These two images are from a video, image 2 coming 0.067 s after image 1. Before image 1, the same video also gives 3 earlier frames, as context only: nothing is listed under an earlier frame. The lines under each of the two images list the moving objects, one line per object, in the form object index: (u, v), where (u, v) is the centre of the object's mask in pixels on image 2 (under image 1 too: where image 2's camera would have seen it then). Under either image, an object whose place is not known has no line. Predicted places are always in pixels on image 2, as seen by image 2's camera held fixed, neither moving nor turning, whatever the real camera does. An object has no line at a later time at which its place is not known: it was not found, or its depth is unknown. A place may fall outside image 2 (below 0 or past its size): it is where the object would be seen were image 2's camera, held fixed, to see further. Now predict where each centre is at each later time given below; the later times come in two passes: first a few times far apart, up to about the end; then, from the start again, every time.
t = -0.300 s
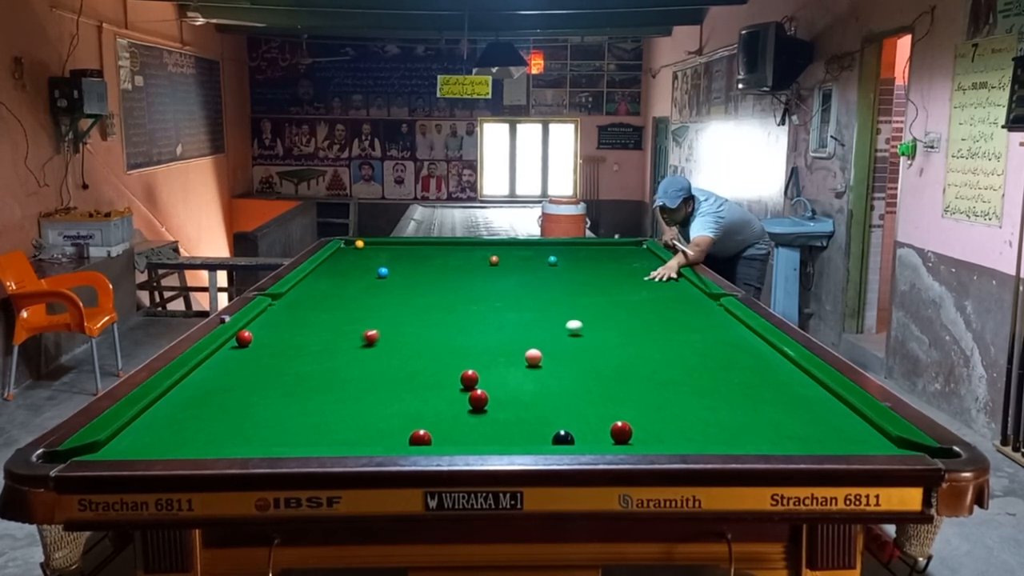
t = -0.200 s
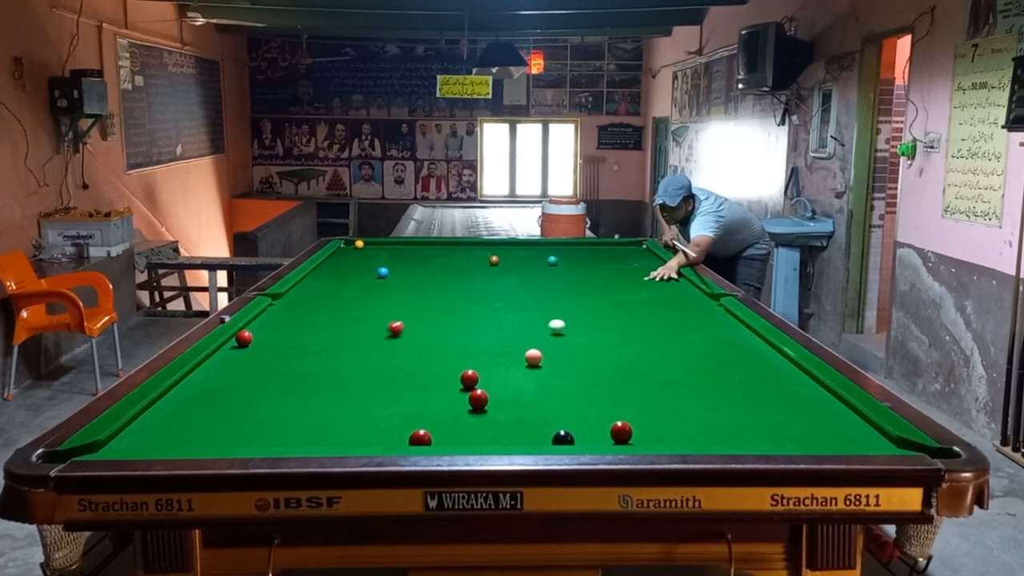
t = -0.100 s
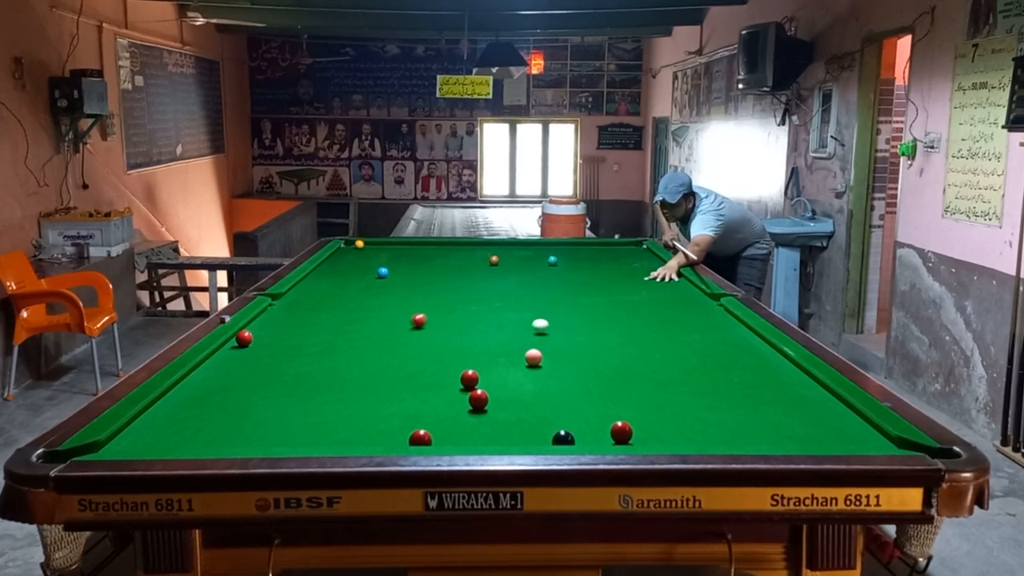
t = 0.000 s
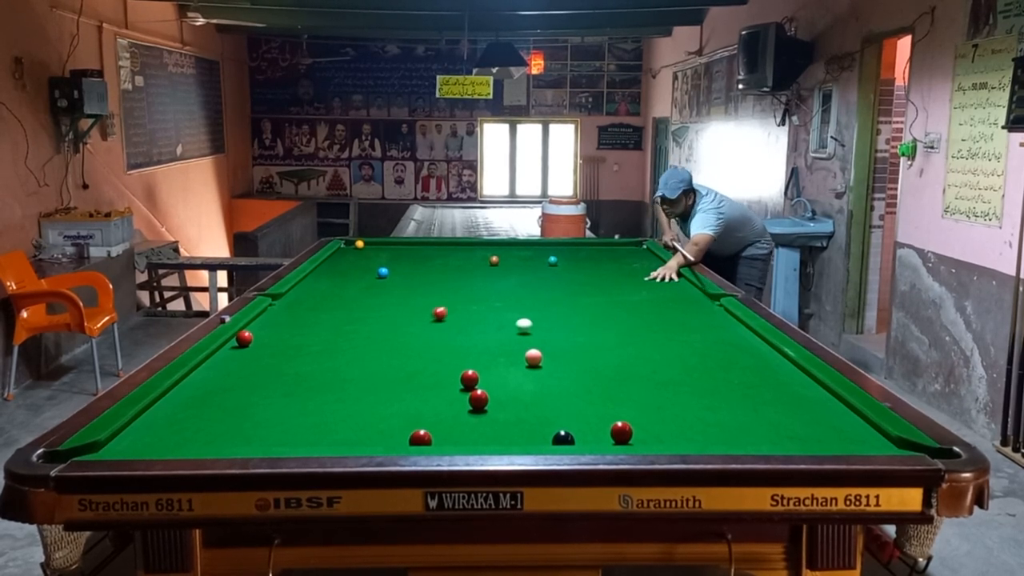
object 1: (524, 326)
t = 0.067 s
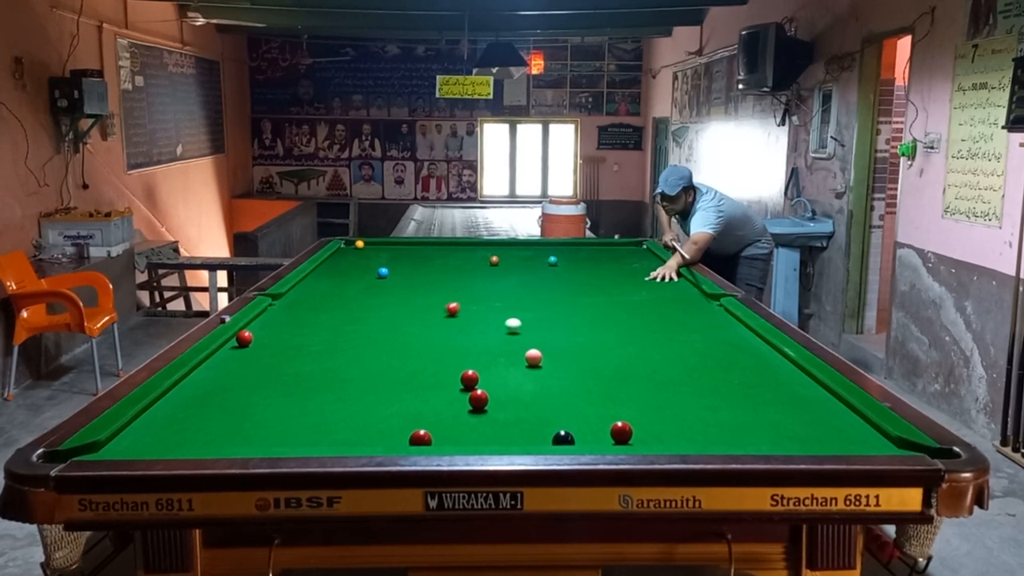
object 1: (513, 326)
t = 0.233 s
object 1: (486, 325)
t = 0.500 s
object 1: (447, 324)
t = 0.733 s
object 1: (414, 323)
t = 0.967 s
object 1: (383, 322)
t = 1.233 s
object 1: (350, 321)
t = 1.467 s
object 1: (324, 320)
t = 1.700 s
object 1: (299, 319)
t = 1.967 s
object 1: (274, 318)
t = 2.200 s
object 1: (265, 318)
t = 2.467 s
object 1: (281, 318)
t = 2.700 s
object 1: (294, 317)
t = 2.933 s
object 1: (304, 317)
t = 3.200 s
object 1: (314, 317)
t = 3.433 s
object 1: (320, 317)
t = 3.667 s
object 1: (324, 317)
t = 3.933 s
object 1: (327, 317)
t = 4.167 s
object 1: (327, 317)
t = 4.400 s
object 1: (327, 317)
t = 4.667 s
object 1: (327, 317)
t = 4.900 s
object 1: (327, 317)
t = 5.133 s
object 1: (327, 317)
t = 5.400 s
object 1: (327, 317)
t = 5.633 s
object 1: (327, 317)
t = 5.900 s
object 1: (327, 317)
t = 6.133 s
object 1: (327, 317)
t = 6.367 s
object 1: (327, 317)
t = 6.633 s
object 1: (327, 317)
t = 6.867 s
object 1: (327, 317)
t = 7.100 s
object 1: (327, 317)
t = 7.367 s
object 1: (327, 317)
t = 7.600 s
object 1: (327, 317)
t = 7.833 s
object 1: (327, 317)
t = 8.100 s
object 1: (327, 317)
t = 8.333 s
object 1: (327, 317)
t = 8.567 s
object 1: (327, 317)
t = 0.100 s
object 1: (507, 325)
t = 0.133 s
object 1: (502, 325)
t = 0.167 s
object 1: (497, 325)
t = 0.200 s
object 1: (492, 325)
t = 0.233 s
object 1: (486, 325)
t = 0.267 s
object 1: (481, 325)
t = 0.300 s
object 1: (476, 324)
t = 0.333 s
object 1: (471, 324)
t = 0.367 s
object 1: (466, 324)
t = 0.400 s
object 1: (461, 324)
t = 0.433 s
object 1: (456, 324)
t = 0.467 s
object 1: (451, 324)
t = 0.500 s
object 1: (447, 324)
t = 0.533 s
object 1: (442, 324)
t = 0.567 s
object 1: (437, 323)
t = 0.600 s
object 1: (432, 323)
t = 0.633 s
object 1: (427, 323)
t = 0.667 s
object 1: (423, 323)
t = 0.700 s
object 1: (418, 323)
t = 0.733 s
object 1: (414, 323)
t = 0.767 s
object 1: (409, 323)
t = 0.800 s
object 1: (405, 323)
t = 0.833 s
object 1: (400, 322)
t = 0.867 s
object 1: (396, 322)
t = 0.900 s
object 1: (391, 322)
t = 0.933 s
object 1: (387, 322)
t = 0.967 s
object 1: (383, 322)
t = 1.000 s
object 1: (379, 322)
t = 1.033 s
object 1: (375, 321)
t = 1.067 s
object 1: (370, 321)
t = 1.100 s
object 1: (366, 321)
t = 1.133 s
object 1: (362, 321)
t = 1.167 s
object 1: (358, 321)
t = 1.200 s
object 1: (354, 321)
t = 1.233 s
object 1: (350, 321)
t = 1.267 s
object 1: (346, 321)
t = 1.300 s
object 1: (342, 321)
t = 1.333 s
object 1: (339, 320)
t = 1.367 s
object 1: (335, 320)
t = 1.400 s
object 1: (331, 320)
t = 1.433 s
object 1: (327, 320)
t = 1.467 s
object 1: (324, 320)
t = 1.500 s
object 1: (320, 319)
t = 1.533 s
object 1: (317, 320)
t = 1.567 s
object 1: (313, 319)
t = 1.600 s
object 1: (310, 319)
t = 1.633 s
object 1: (306, 319)
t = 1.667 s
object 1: (303, 319)
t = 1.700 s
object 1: (299, 319)
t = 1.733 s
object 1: (296, 319)
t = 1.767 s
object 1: (293, 319)
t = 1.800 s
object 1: (290, 319)
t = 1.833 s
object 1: (286, 319)
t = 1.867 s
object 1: (283, 319)
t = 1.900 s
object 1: (280, 318)
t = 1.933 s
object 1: (277, 318)
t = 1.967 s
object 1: (274, 318)
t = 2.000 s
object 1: (271, 318)
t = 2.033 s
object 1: (268, 318)
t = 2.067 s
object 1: (265, 318)
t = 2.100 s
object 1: (262, 318)
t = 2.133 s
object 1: (261, 318)
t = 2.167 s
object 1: (263, 318)
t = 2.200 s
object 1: (265, 318)
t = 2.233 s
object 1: (267, 318)
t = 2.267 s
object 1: (269, 318)
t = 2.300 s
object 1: (271, 318)
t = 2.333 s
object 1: (273, 318)
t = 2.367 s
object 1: (276, 318)
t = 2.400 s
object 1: (277, 318)
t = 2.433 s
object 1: (279, 318)
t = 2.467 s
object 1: (281, 318)
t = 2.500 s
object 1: (283, 318)
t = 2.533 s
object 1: (285, 317)
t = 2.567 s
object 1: (287, 317)
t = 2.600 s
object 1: (289, 317)
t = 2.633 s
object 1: (290, 317)
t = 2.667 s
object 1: (292, 317)
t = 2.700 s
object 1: (294, 317)
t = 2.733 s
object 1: (295, 317)
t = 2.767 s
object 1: (297, 317)
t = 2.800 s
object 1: (298, 317)
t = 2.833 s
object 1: (300, 317)
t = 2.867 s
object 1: (301, 317)
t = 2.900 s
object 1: (303, 317)
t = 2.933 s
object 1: (304, 317)
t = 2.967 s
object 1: (305, 317)
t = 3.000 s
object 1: (307, 317)
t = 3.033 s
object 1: (308, 317)
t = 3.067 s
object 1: (309, 317)
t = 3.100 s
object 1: (310, 317)
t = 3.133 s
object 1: (311, 317)
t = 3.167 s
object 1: (313, 317)
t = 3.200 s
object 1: (314, 317)
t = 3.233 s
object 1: (315, 317)
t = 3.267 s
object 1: (316, 317)
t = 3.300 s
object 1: (317, 317)
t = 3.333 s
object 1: (317, 317)
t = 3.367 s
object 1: (318, 317)
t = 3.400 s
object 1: (319, 317)
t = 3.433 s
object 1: (320, 317)
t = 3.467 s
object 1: (321, 317)
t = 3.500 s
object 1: (321, 317)
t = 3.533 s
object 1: (322, 317)
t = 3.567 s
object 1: (323, 317)
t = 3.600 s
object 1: (323, 317)
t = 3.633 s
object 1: (324, 317)
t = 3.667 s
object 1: (324, 317)
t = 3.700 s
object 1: (325, 317)
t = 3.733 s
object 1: (325, 317)
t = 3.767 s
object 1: (326, 317)
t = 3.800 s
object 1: (326, 317)
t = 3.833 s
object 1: (326, 317)
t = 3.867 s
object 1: (327, 317)
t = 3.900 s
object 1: (327, 317)
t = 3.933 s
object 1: (327, 317)
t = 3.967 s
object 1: (327, 317)
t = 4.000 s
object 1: (327, 317)
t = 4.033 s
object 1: (327, 317)
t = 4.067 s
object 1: (327, 317)
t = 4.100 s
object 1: (327, 317)
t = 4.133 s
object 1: (327, 317)
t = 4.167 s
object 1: (327, 317)
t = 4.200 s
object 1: (327, 317)
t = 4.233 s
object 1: (327, 317)
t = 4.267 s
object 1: (327, 317)
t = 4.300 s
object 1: (327, 317)
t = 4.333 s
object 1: (327, 317)
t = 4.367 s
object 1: (327, 317)
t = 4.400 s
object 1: (327, 317)
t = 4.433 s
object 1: (327, 317)
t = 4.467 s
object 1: (327, 317)
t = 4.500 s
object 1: (327, 317)
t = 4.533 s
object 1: (327, 316)
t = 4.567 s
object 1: (327, 317)
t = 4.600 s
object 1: (327, 317)
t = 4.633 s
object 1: (327, 317)
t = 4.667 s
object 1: (327, 317)
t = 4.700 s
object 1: (327, 317)
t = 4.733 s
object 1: (327, 317)
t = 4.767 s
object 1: (327, 317)
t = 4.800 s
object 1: (327, 317)
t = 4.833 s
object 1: (327, 317)
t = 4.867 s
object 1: (327, 317)
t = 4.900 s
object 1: (327, 317)
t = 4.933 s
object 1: (327, 317)
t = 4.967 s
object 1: (327, 317)
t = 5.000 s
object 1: (327, 317)
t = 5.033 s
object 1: (327, 317)
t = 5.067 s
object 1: (327, 317)
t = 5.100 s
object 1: (327, 317)
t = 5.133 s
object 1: (327, 317)
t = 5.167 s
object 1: (327, 317)
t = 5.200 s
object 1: (327, 317)
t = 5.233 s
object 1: (327, 317)
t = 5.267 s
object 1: (327, 317)
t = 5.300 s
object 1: (327, 317)
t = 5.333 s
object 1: (327, 317)
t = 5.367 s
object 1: (327, 317)
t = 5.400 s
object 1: (327, 317)
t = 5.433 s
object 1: (327, 317)
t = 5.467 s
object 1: (327, 317)
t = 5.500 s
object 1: (327, 317)
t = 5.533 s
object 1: (327, 317)
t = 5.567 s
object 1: (327, 317)
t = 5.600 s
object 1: (327, 317)
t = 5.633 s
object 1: (327, 317)
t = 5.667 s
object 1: (327, 317)
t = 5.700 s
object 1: (327, 317)
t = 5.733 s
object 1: (327, 317)
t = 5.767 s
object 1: (327, 317)
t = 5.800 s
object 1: (327, 317)
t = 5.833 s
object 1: (327, 317)
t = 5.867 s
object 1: (328, 317)
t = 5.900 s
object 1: (327, 317)
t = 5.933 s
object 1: (327, 317)
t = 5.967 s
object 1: (327, 317)
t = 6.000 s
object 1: (327, 317)
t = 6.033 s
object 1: (327, 317)
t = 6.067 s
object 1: (327, 317)
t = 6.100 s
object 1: (327, 317)
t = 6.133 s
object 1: (327, 317)
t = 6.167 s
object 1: (327, 317)
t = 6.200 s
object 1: (327, 317)
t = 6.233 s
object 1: (327, 317)
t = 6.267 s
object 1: (327, 317)
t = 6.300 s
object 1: (327, 317)
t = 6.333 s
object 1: (327, 317)
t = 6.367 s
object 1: (327, 317)
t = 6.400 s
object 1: (327, 317)
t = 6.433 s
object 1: (327, 317)
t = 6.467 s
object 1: (327, 317)
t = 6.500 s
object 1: (327, 317)
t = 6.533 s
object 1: (327, 317)
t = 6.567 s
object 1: (327, 317)
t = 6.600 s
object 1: (327, 317)
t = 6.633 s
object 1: (327, 317)
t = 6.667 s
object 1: (327, 317)
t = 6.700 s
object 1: (327, 317)
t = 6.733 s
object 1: (327, 317)
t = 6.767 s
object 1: (327, 317)
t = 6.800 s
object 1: (327, 317)
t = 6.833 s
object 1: (327, 317)
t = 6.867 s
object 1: (327, 317)
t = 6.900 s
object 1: (327, 317)
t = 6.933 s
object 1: (327, 317)
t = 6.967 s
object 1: (327, 317)
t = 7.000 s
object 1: (327, 317)
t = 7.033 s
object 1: (327, 317)
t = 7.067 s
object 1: (327, 317)
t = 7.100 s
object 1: (327, 317)
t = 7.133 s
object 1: (327, 317)
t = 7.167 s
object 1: (327, 317)
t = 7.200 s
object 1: (327, 317)
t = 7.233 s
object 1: (327, 317)
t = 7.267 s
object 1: (327, 317)
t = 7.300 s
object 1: (327, 317)
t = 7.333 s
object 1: (327, 317)
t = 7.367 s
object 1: (327, 317)
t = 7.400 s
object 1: (327, 317)
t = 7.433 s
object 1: (327, 317)
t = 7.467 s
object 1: (327, 317)
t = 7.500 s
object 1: (327, 317)
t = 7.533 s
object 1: (327, 317)
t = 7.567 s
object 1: (327, 317)
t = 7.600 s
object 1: (327, 317)
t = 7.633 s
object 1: (327, 317)
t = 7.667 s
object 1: (327, 317)
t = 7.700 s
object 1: (327, 317)
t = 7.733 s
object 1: (327, 317)
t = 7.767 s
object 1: (327, 317)
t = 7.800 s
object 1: (327, 317)
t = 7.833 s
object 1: (327, 317)
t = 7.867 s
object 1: (327, 317)
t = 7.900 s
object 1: (327, 317)
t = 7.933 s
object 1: (327, 317)
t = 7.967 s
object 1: (327, 317)
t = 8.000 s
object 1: (327, 317)
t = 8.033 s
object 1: (327, 317)
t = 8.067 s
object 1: (327, 317)
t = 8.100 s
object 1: (327, 317)
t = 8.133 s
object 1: (327, 317)
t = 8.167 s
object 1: (327, 317)
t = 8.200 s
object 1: (327, 317)
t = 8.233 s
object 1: (327, 317)
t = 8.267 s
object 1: (327, 317)
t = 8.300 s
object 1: (327, 317)
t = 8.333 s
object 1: (327, 317)
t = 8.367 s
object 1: (327, 317)
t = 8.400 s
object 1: (327, 317)
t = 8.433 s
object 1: (327, 317)
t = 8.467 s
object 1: (327, 317)
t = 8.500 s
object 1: (327, 317)
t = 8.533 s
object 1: (327, 317)
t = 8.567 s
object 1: (327, 317)
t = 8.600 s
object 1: (327, 317)
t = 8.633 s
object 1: (327, 317)
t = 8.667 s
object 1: (327, 317)
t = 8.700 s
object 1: (327, 317)
